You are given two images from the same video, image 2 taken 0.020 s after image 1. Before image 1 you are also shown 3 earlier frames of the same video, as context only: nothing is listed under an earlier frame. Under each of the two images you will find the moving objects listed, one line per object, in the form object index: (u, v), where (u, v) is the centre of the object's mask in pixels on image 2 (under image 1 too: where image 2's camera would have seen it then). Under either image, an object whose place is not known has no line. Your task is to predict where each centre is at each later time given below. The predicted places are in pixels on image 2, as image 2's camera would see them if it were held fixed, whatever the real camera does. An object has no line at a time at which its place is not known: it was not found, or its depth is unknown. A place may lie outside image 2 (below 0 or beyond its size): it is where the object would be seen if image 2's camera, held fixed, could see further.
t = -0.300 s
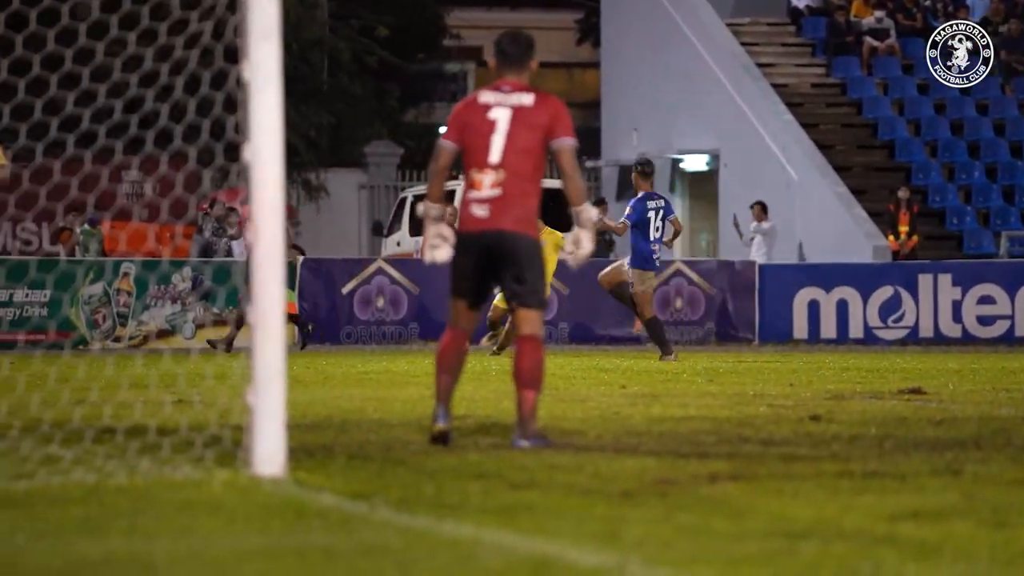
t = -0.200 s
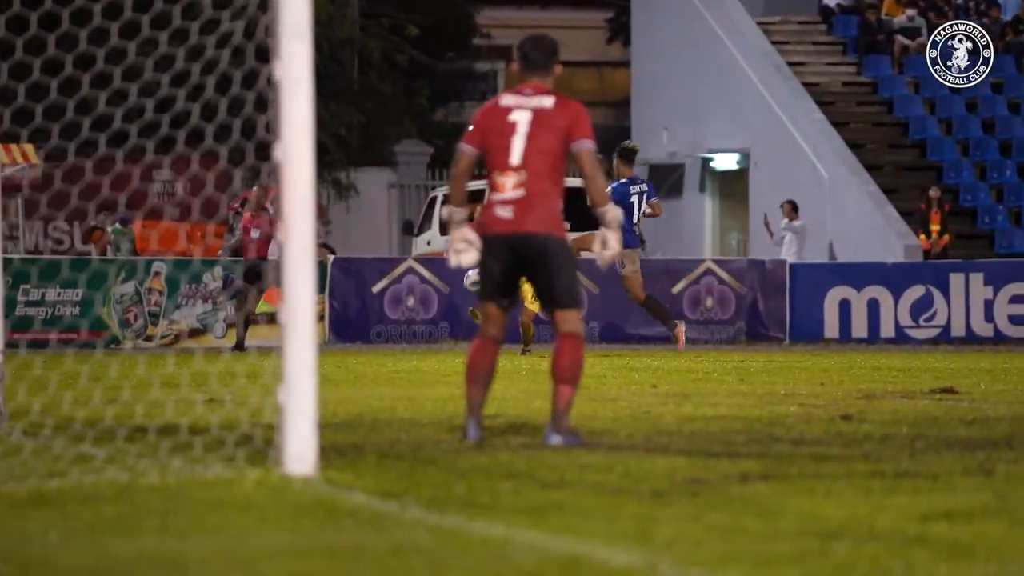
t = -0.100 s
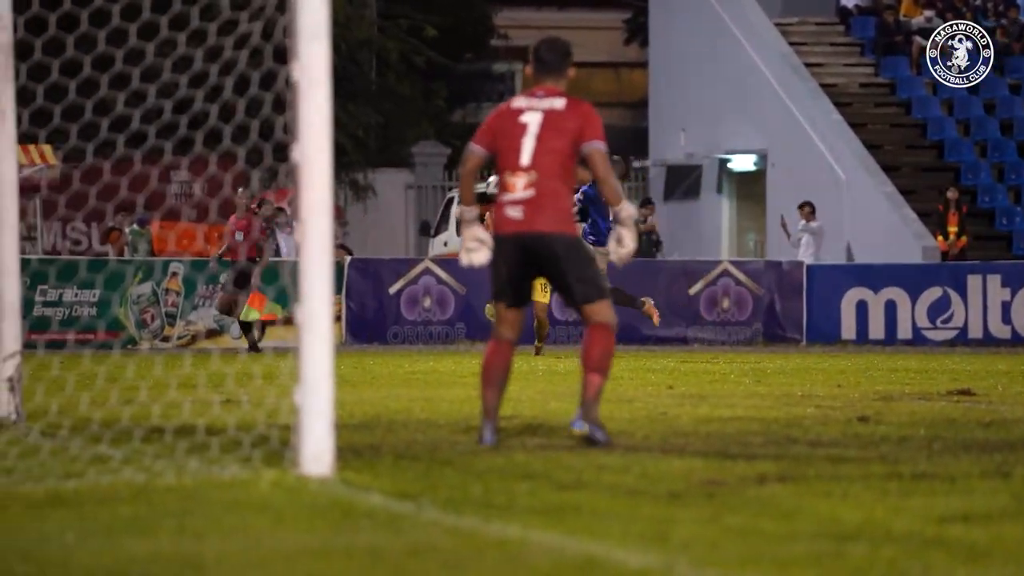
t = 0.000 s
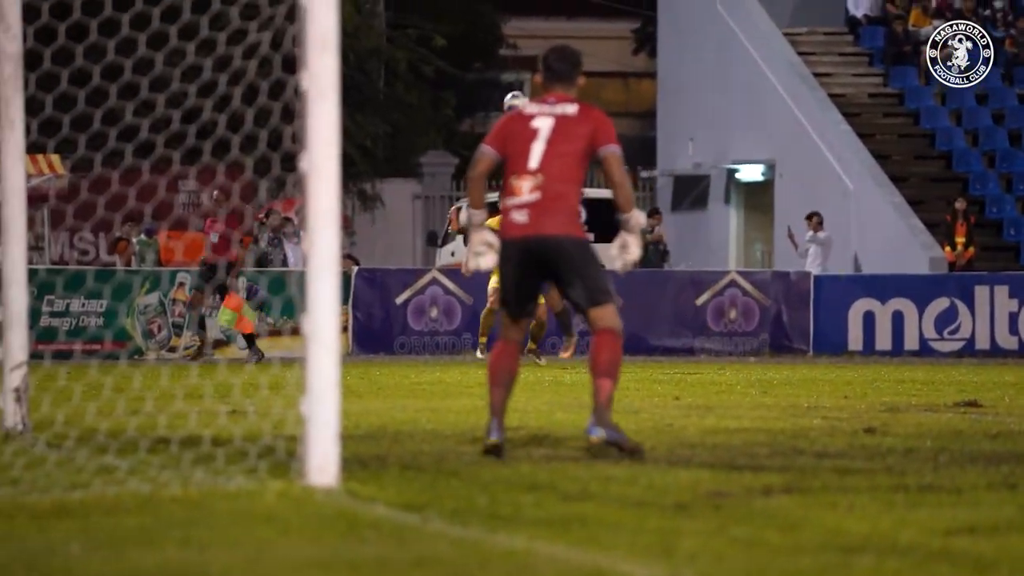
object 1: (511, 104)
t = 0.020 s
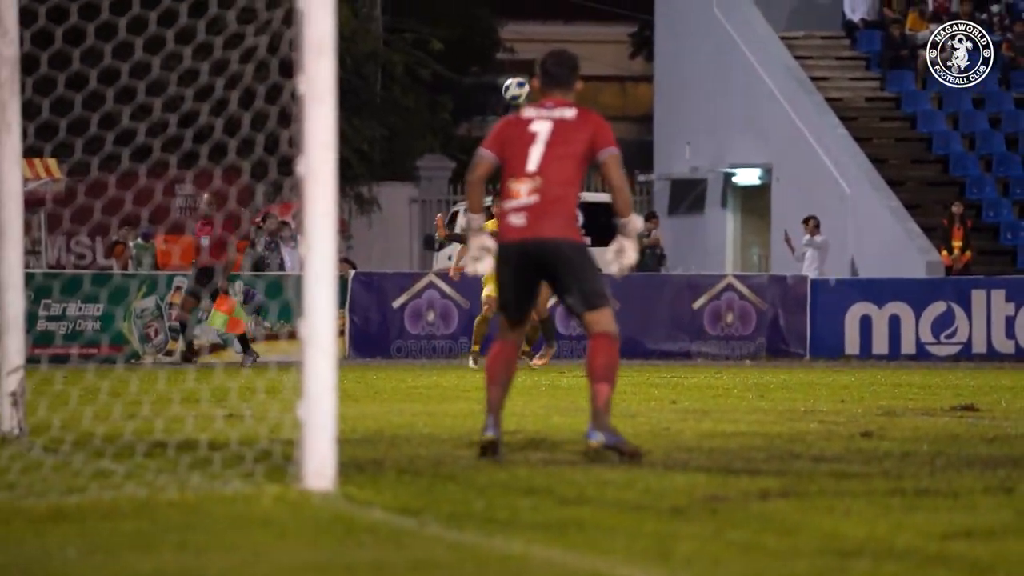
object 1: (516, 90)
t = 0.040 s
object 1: (518, 73)
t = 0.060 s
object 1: (521, 56)
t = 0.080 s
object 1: (522, 42)
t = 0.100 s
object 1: (525, 23)
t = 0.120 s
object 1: (527, 9)
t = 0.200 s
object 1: (544, -58)
